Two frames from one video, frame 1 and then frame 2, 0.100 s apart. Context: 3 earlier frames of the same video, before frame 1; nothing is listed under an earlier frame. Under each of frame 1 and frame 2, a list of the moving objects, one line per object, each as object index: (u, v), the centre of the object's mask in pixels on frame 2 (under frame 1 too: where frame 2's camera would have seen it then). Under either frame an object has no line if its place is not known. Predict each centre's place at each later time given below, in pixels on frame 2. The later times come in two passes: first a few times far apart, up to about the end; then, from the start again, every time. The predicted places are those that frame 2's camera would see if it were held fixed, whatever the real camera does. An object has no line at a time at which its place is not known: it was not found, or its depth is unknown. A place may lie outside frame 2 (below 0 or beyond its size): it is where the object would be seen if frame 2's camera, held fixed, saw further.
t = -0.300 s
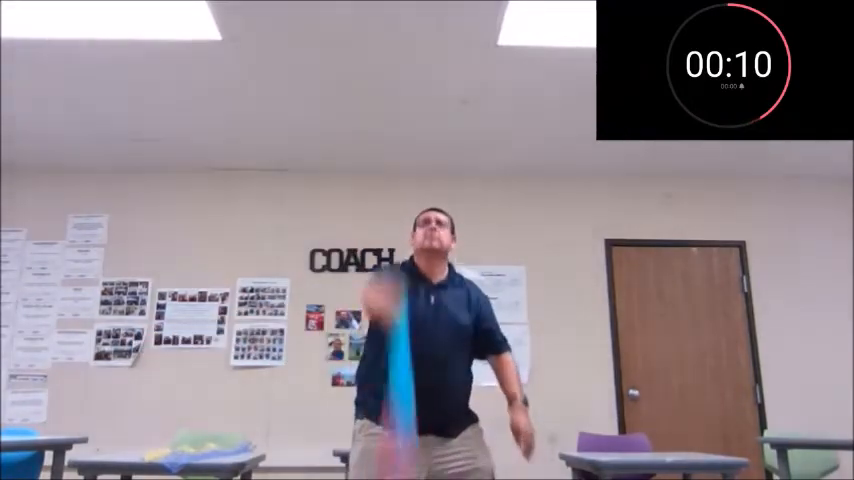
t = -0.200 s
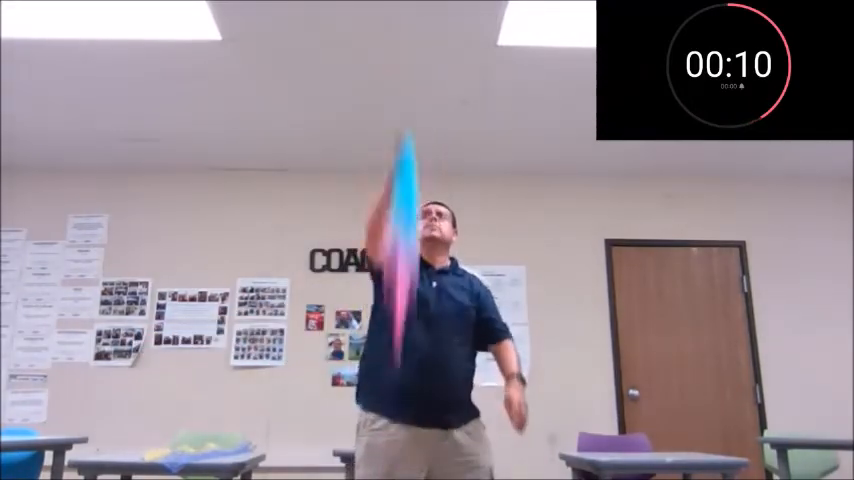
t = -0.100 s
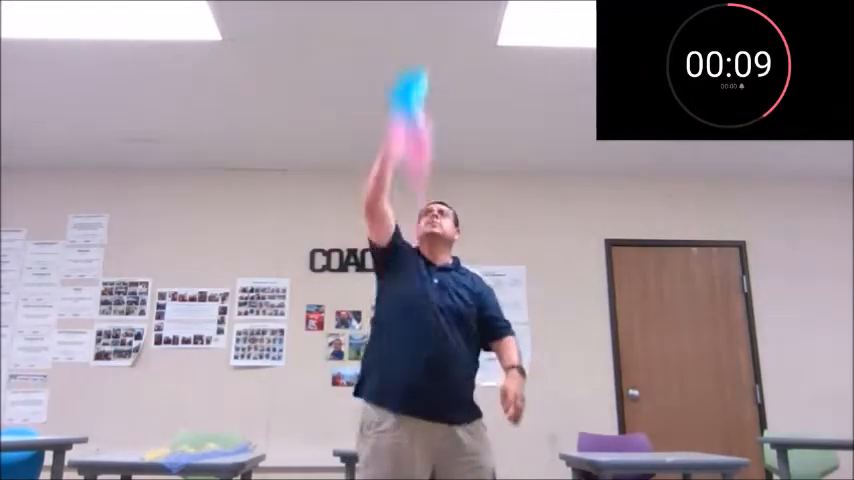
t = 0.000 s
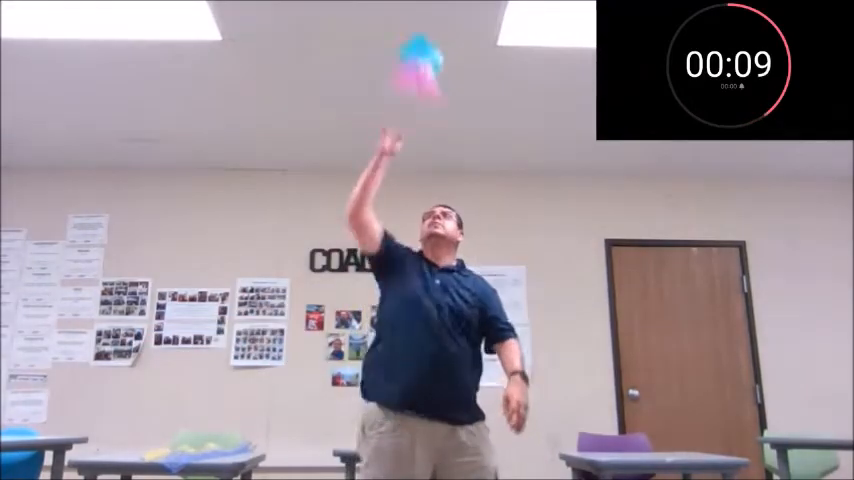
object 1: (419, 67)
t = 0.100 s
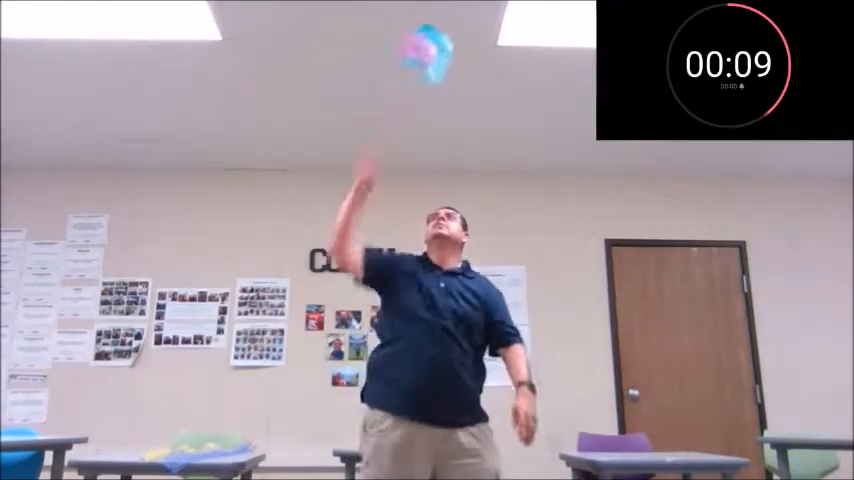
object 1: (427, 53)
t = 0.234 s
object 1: (433, 56)
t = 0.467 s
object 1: (422, 87)
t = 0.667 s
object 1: (415, 122)
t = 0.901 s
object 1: (421, 163)
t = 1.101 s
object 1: (426, 205)
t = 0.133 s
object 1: (427, 52)
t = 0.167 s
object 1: (430, 52)
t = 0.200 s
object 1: (430, 53)
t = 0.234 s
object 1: (433, 56)
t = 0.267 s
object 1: (433, 58)
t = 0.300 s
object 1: (432, 62)
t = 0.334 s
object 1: (430, 66)
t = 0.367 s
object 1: (429, 72)
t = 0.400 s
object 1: (427, 77)
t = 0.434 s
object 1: (424, 82)
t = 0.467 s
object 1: (422, 87)
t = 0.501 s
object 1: (421, 94)
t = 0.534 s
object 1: (419, 101)
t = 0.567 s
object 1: (417, 105)
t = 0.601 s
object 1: (416, 112)
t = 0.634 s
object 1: (416, 117)
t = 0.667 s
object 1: (415, 122)
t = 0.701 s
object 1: (415, 127)
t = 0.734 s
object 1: (415, 132)
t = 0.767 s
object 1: (415, 138)
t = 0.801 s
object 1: (417, 144)
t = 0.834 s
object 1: (418, 151)
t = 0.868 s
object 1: (419, 156)
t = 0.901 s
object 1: (421, 163)
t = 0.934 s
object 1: (422, 172)
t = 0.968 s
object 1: (423, 177)
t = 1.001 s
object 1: (424, 183)
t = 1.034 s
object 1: (425, 191)
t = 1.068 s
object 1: (426, 198)
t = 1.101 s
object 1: (426, 205)
